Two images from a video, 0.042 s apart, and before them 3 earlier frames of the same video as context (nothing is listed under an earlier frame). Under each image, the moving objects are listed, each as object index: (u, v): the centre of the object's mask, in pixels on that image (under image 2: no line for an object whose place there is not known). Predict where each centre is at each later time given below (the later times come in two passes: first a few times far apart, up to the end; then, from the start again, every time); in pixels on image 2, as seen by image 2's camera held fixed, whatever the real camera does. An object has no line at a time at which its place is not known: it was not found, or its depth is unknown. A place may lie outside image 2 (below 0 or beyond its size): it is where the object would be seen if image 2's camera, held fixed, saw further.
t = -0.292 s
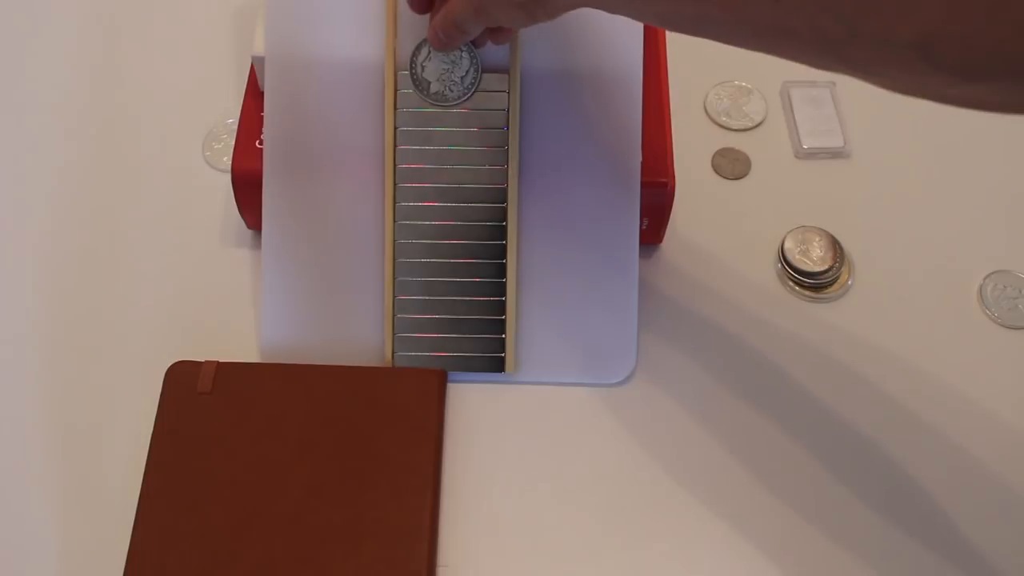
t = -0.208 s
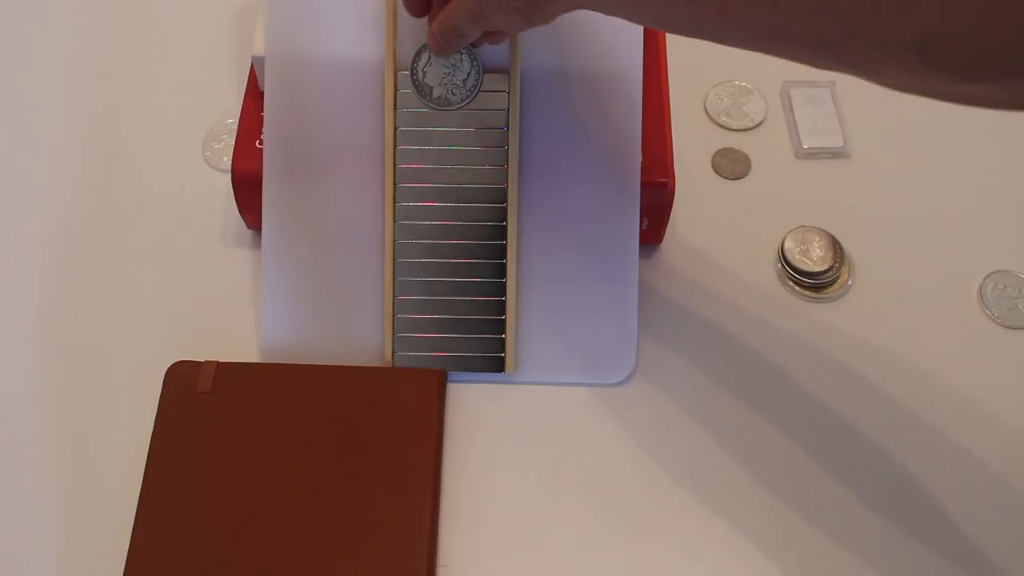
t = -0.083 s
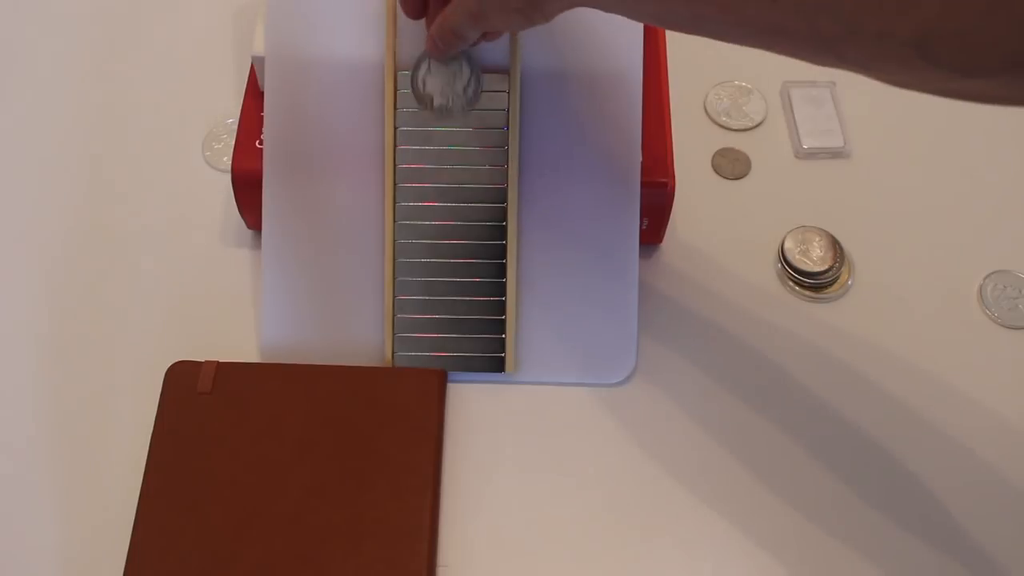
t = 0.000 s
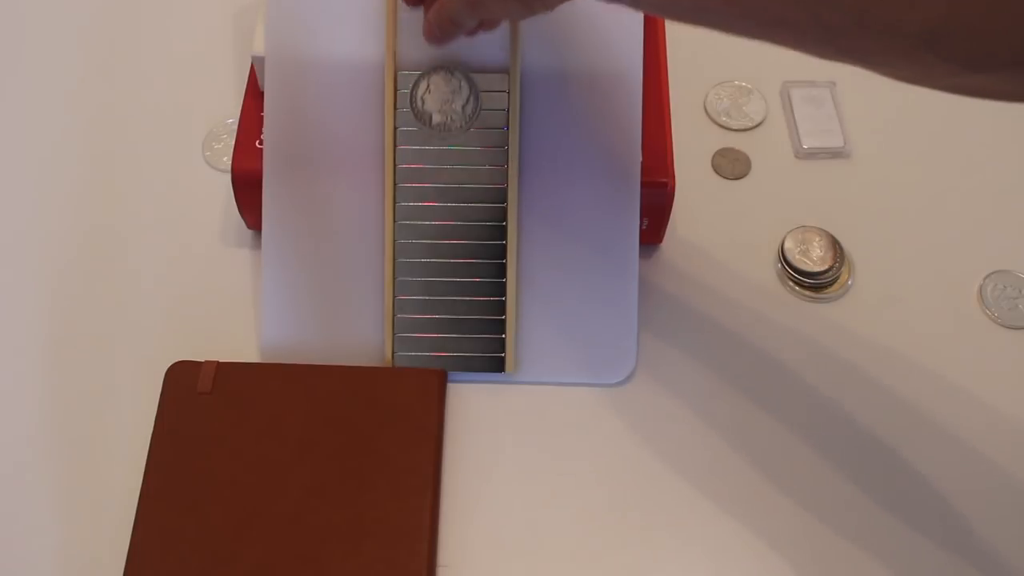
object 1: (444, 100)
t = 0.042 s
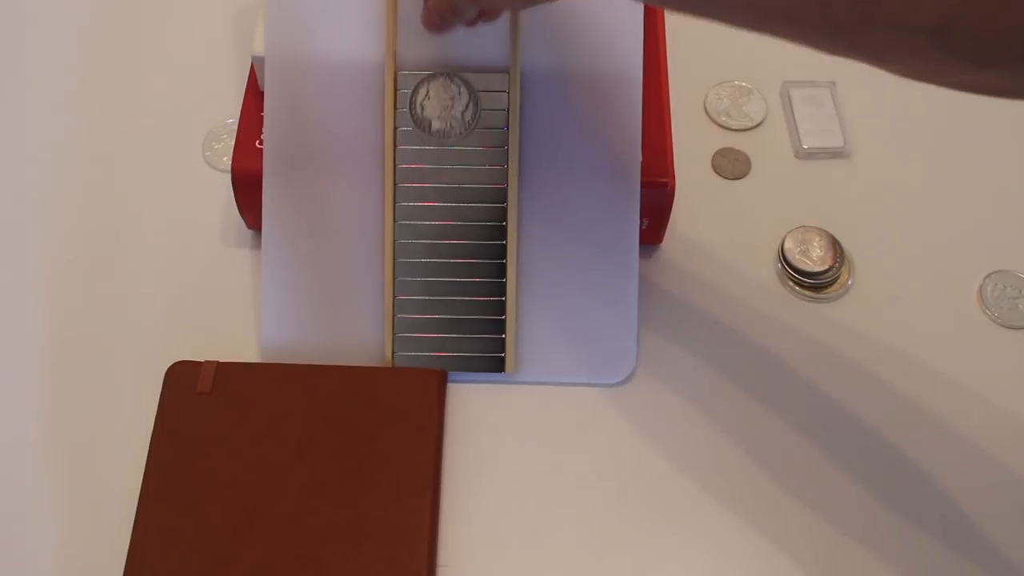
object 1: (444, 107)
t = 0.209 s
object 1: (442, 130)
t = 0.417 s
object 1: (440, 154)
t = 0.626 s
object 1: (438, 180)
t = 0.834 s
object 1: (436, 205)
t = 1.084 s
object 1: (435, 235)
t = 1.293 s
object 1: (433, 259)
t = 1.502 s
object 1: (432, 283)
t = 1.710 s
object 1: (431, 311)
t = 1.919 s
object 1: (429, 336)
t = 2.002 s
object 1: (427, 337)
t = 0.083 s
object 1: (443, 113)
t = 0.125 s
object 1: (442, 119)
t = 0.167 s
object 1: (442, 124)
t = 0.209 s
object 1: (442, 130)
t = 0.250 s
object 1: (441, 135)
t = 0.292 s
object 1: (441, 141)
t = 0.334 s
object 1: (441, 144)
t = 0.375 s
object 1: (440, 149)
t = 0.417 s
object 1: (440, 154)
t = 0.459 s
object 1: (439, 160)
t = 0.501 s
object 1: (439, 165)
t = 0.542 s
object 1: (439, 169)
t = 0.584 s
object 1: (439, 175)
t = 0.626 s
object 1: (438, 180)
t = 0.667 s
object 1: (438, 185)
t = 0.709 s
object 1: (437, 189)
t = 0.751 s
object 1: (437, 195)
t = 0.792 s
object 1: (437, 200)
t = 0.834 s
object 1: (436, 205)
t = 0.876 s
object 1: (436, 210)
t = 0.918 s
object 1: (436, 215)
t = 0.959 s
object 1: (436, 221)
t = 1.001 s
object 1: (436, 225)
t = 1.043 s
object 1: (435, 230)
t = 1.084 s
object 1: (435, 235)
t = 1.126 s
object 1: (435, 240)
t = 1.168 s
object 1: (434, 244)
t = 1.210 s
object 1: (434, 249)
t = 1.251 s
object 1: (434, 254)
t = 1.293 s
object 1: (433, 259)
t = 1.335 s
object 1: (433, 264)
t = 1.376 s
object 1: (433, 269)
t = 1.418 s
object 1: (433, 274)
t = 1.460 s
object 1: (432, 279)
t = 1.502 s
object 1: (432, 283)
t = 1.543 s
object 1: (432, 288)
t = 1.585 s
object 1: (431, 294)
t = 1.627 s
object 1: (431, 299)
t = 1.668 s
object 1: (431, 305)
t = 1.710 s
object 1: (431, 311)
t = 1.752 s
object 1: (430, 317)
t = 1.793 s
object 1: (430, 322)
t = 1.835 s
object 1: (430, 328)
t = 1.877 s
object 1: (430, 333)
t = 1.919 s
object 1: (429, 336)
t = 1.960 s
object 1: (428, 336)
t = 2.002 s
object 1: (427, 337)
